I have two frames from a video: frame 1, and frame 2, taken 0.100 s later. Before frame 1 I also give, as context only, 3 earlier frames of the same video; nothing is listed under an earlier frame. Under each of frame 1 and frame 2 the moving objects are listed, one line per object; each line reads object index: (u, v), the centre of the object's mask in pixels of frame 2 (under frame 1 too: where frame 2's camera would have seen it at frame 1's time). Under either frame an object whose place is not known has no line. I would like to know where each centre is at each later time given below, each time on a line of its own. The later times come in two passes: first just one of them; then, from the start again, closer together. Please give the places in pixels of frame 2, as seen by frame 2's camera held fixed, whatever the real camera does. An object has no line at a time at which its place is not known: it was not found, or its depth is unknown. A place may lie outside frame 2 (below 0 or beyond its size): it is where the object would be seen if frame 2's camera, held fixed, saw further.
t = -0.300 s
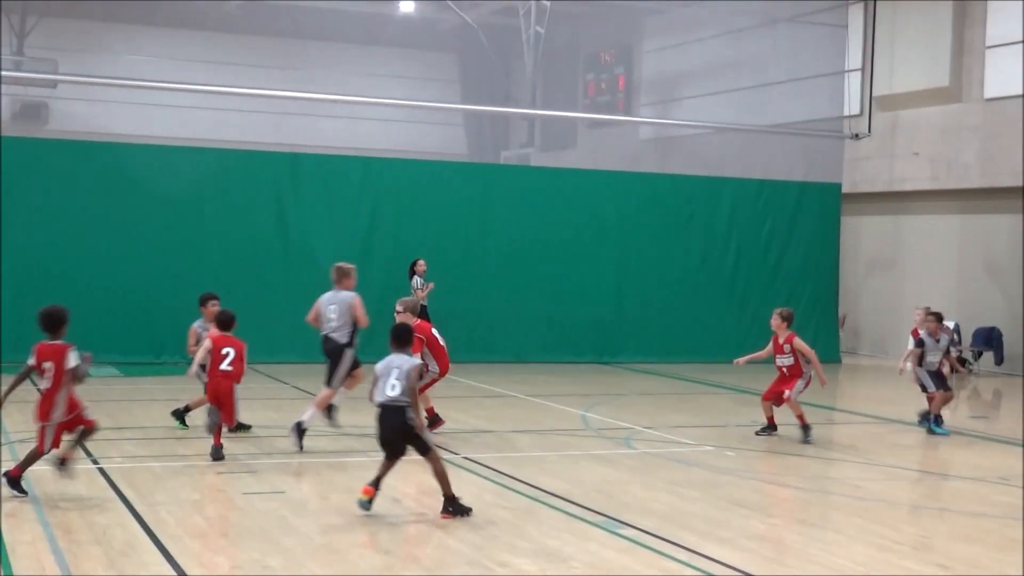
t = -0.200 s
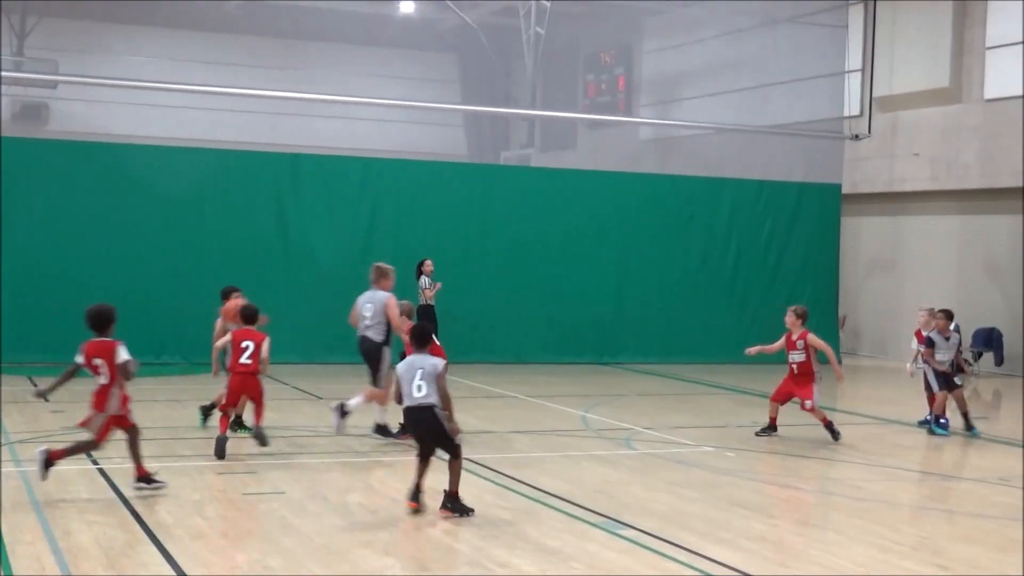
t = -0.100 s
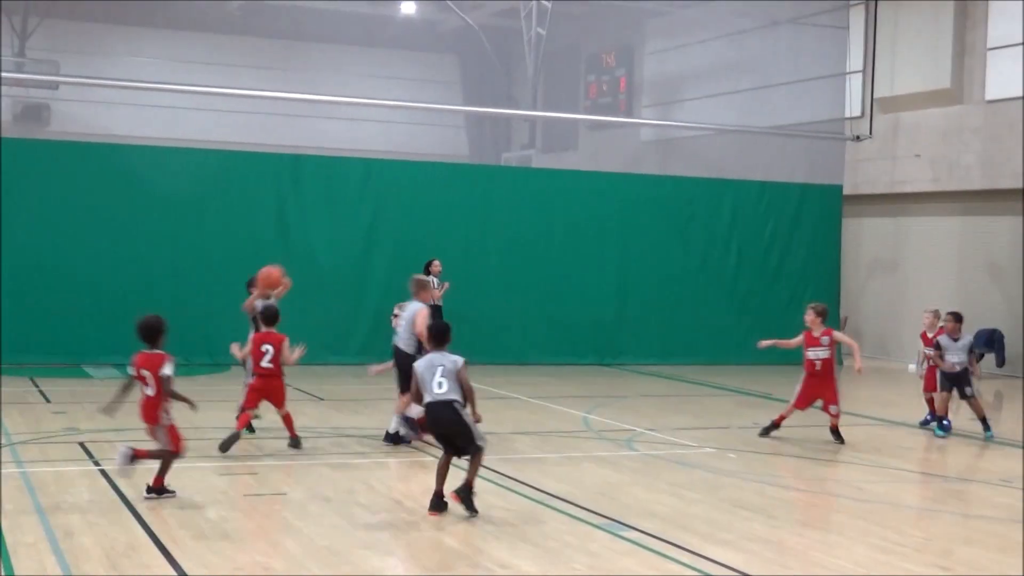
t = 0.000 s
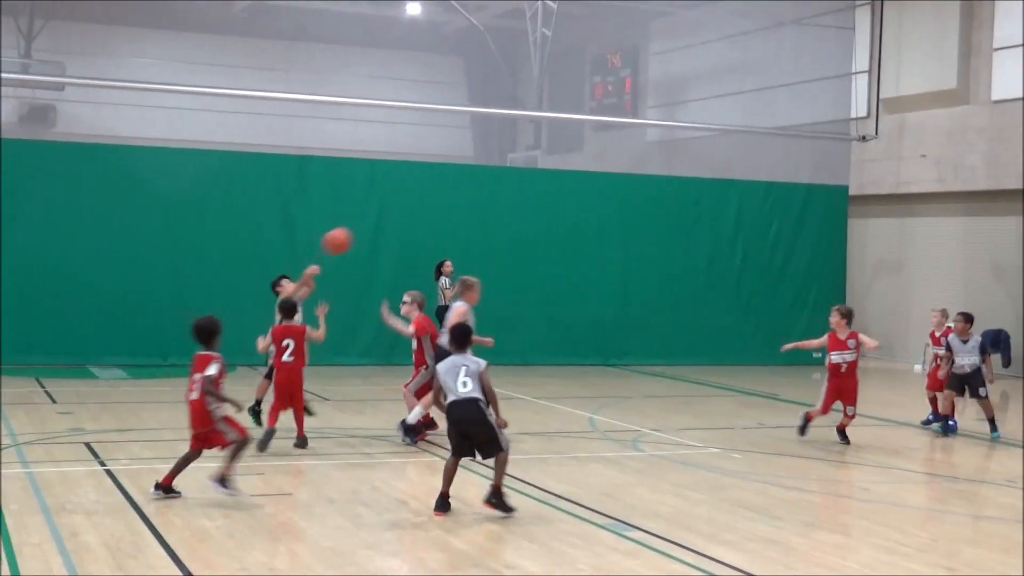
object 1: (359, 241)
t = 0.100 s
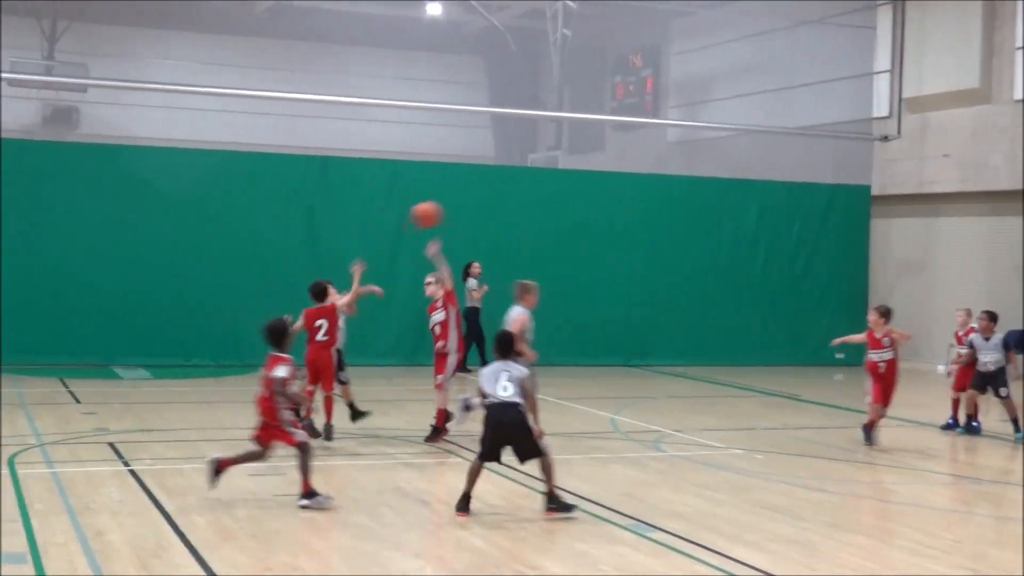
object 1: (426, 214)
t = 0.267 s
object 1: (544, 192)
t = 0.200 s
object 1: (496, 197)
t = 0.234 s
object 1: (519, 194)
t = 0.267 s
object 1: (544, 192)
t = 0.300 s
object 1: (568, 191)
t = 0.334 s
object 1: (592, 191)
